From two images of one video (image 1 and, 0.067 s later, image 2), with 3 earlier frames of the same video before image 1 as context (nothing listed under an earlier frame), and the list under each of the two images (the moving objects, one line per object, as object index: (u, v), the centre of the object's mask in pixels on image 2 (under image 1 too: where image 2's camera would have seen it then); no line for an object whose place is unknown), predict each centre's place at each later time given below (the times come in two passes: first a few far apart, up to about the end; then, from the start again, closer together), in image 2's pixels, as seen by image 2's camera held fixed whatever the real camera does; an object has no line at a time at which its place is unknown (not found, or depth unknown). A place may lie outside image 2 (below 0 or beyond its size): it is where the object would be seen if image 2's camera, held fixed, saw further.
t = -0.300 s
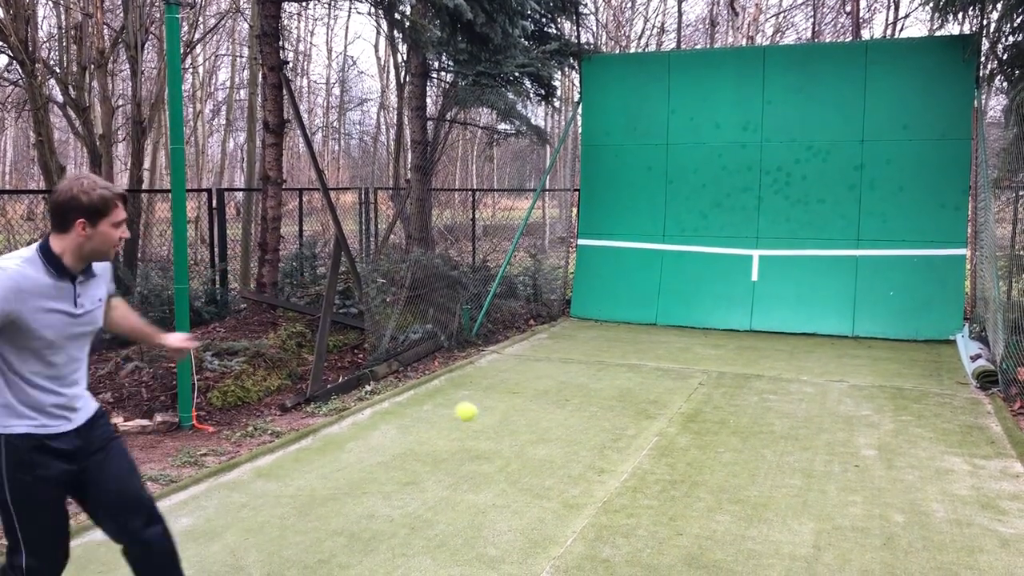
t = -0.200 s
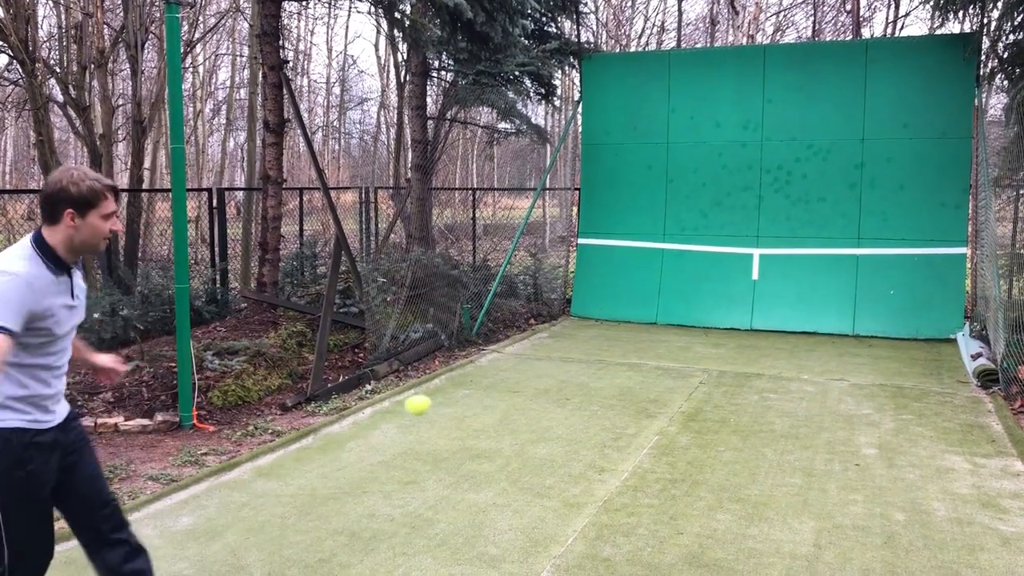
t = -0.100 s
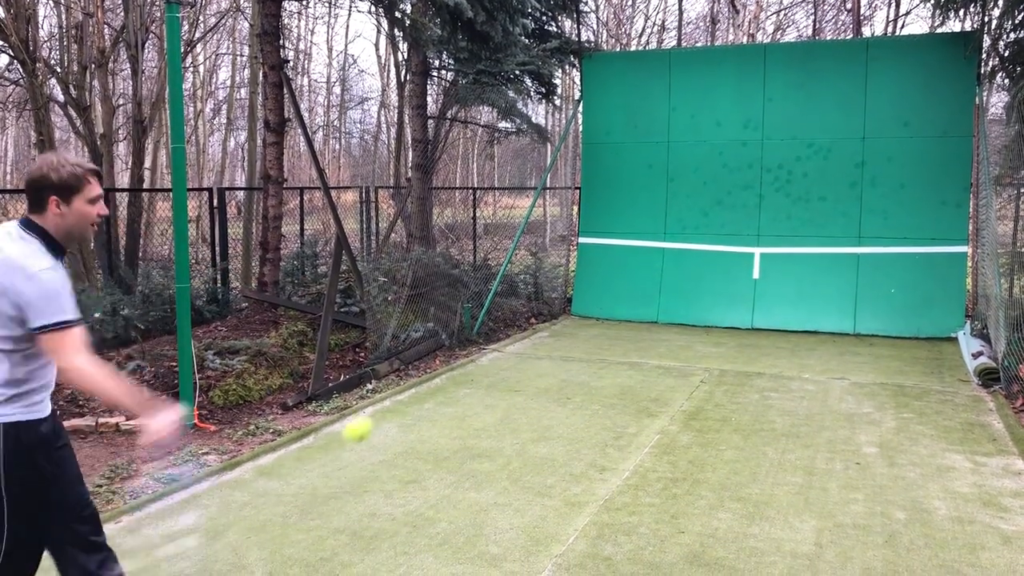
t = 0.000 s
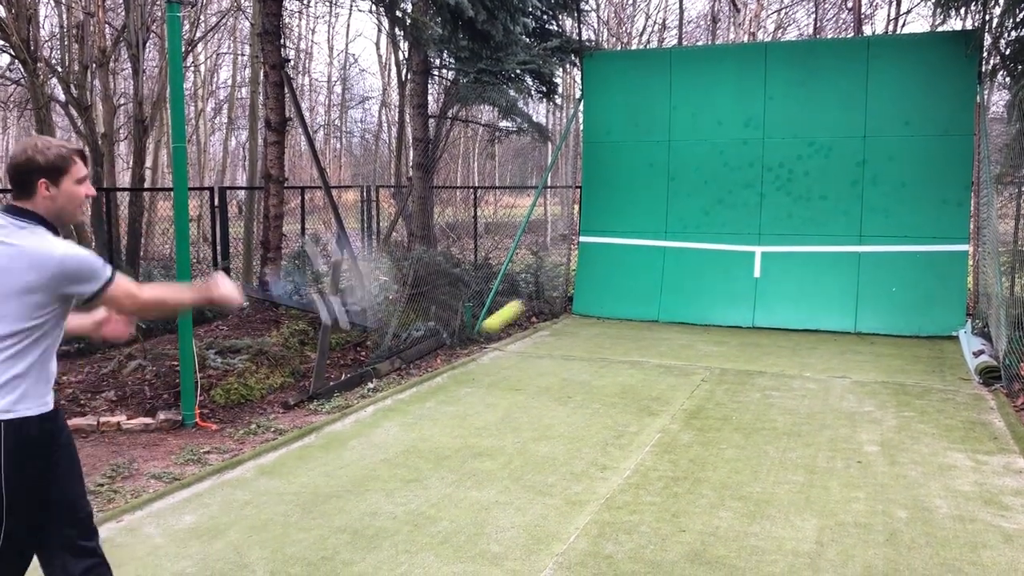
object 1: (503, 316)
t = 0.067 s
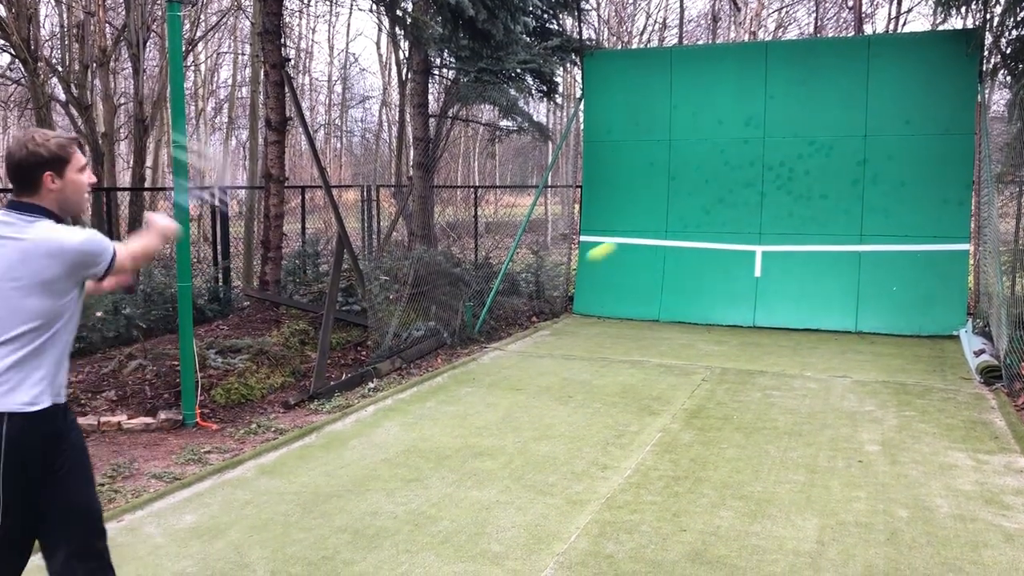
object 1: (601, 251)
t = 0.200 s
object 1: (710, 200)
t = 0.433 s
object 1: (797, 202)
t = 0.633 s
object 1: (786, 203)
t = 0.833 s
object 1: (759, 246)
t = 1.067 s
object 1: (712, 395)
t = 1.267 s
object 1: (679, 385)
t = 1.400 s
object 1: (657, 374)
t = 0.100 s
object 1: (637, 230)
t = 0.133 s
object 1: (665, 217)
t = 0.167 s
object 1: (689, 206)
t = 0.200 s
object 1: (710, 200)
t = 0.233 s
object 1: (727, 195)
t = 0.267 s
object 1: (742, 193)
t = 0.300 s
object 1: (756, 193)
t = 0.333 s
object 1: (768, 193)
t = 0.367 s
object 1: (779, 195)
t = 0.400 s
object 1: (788, 198)
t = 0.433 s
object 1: (797, 202)
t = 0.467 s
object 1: (803, 205)
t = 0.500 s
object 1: (799, 202)
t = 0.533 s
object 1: (796, 201)
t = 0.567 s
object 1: (793, 200)
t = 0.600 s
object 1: (790, 201)
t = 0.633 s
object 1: (786, 203)
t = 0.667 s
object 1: (782, 207)
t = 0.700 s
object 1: (778, 212)
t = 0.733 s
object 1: (773, 218)
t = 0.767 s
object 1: (768, 226)
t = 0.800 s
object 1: (764, 236)
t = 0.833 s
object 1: (759, 246)
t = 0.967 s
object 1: (735, 315)
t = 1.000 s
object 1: (727, 338)
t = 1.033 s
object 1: (720, 365)
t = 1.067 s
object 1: (712, 395)
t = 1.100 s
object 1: (704, 429)
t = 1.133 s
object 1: (698, 426)
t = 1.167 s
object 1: (694, 413)
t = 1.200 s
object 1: (690, 402)
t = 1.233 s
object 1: (684, 393)
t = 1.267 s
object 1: (679, 385)
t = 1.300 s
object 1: (674, 379)
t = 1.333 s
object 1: (669, 375)
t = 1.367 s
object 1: (663, 374)
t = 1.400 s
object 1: (657, 374)
